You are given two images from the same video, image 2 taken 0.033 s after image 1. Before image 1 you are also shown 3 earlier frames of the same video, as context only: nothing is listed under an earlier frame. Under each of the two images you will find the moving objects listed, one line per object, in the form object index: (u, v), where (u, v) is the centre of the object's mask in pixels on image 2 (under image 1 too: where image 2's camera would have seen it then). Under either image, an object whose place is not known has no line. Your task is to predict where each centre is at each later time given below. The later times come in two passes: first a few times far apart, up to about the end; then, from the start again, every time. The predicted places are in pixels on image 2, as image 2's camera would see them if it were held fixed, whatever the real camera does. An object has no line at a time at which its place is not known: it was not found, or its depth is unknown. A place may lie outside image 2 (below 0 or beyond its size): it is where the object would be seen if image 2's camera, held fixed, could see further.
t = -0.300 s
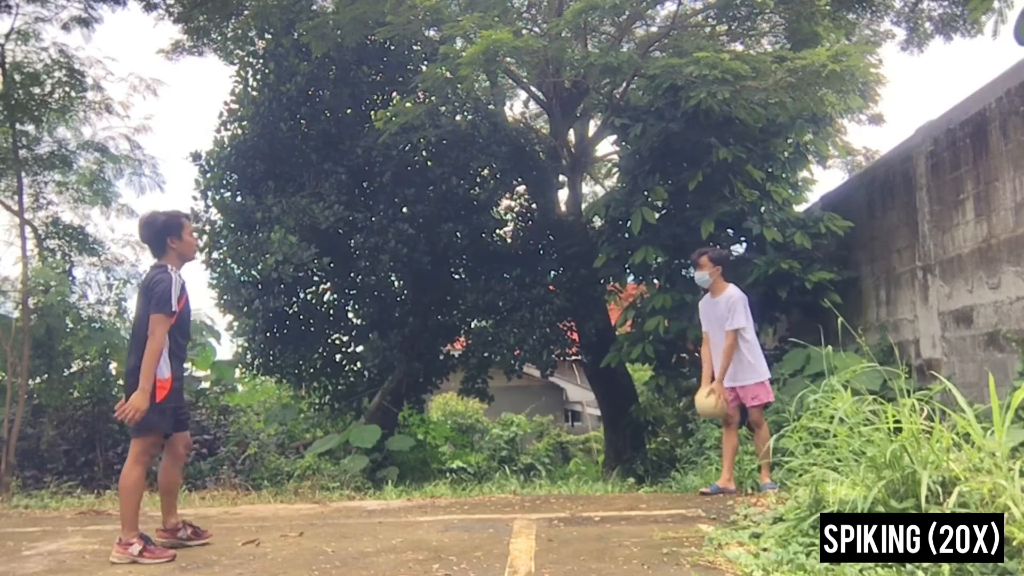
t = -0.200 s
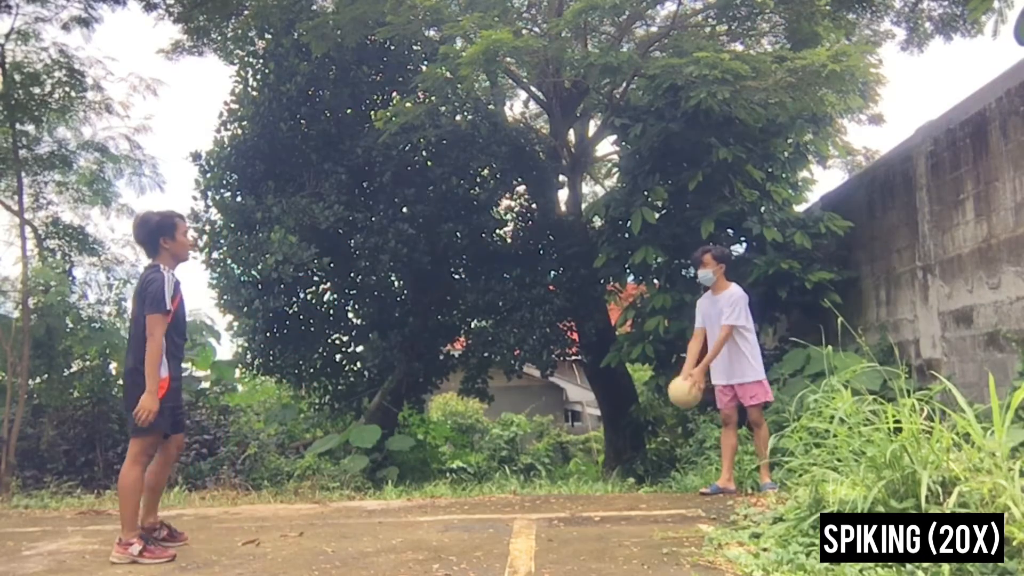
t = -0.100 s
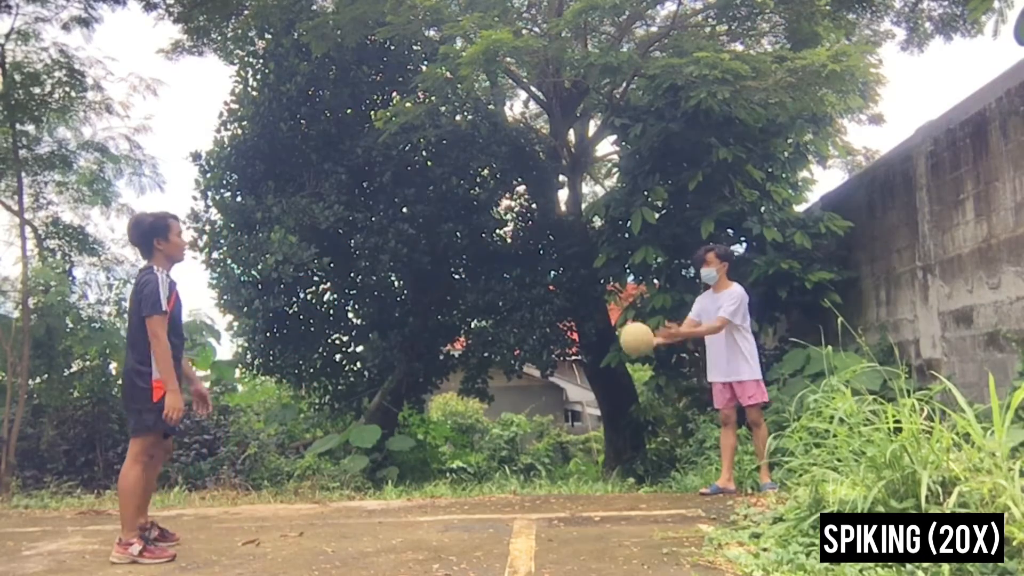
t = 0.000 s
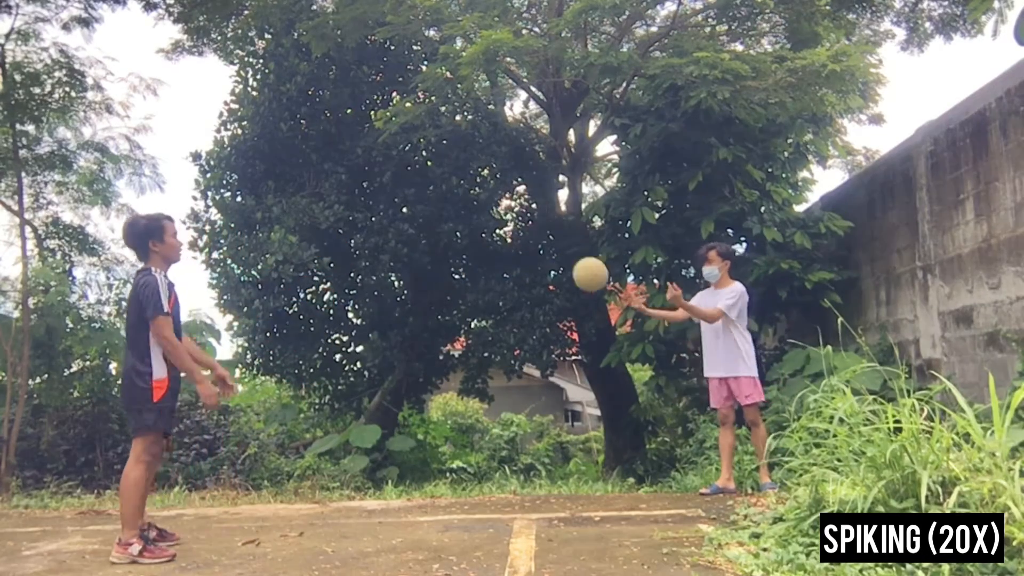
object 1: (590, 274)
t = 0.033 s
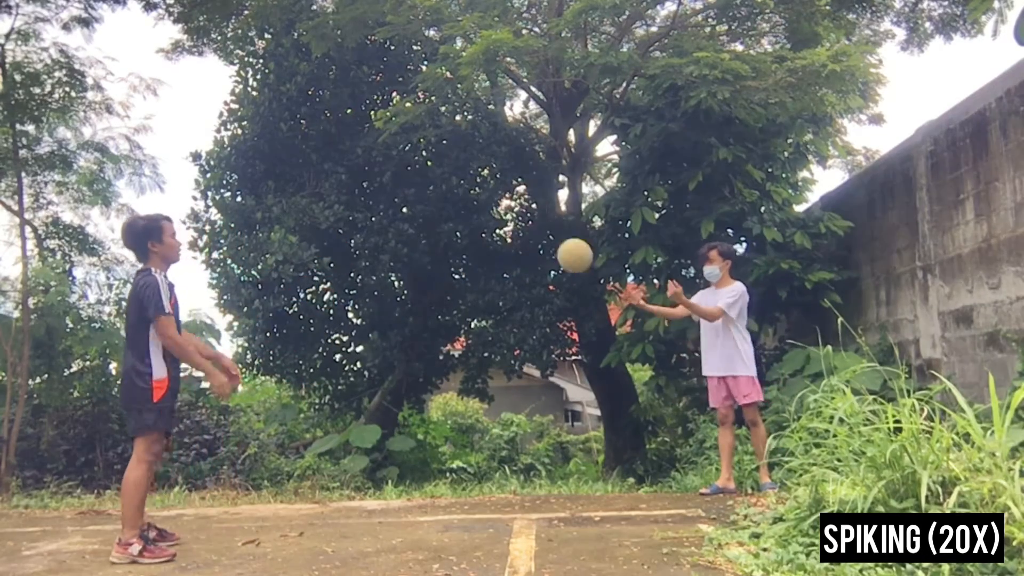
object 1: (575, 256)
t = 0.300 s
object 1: (446, 161)
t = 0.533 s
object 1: (319, 171)
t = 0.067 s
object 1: (559, 238)
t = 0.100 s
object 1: (543, 222)
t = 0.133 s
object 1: (528, 208)
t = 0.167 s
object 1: (512, 195)
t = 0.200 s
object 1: (495, 184)
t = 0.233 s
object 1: (479, 175)
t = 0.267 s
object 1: (463, 167)
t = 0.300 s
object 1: (446, 161)
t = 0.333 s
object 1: (429, 156)
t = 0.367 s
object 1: (411, 154)
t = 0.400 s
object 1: (394, 153)
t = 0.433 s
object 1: (376, 154)
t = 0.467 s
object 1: (357, 158)
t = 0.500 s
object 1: (338, 163)
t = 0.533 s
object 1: (319, 171)
